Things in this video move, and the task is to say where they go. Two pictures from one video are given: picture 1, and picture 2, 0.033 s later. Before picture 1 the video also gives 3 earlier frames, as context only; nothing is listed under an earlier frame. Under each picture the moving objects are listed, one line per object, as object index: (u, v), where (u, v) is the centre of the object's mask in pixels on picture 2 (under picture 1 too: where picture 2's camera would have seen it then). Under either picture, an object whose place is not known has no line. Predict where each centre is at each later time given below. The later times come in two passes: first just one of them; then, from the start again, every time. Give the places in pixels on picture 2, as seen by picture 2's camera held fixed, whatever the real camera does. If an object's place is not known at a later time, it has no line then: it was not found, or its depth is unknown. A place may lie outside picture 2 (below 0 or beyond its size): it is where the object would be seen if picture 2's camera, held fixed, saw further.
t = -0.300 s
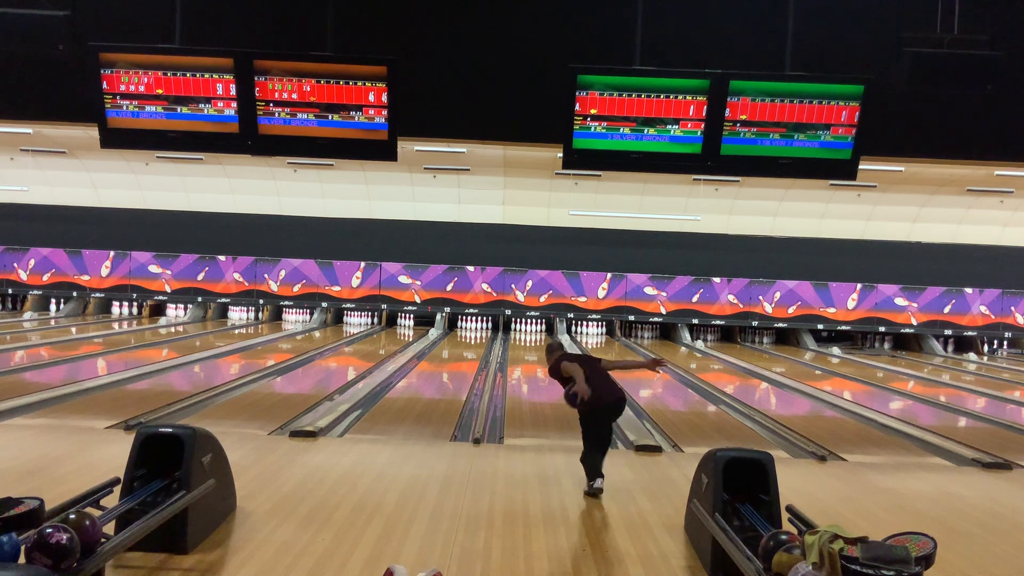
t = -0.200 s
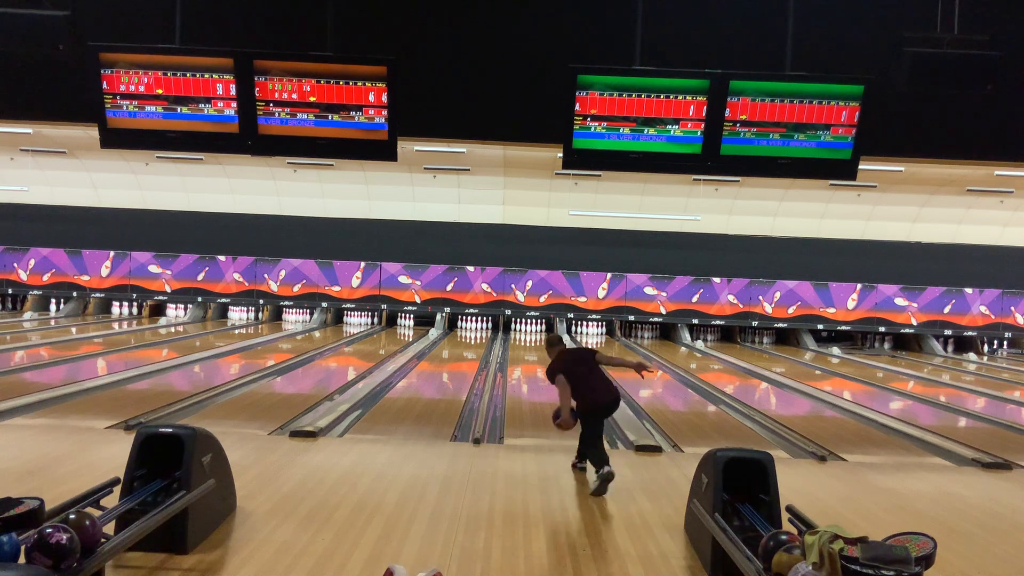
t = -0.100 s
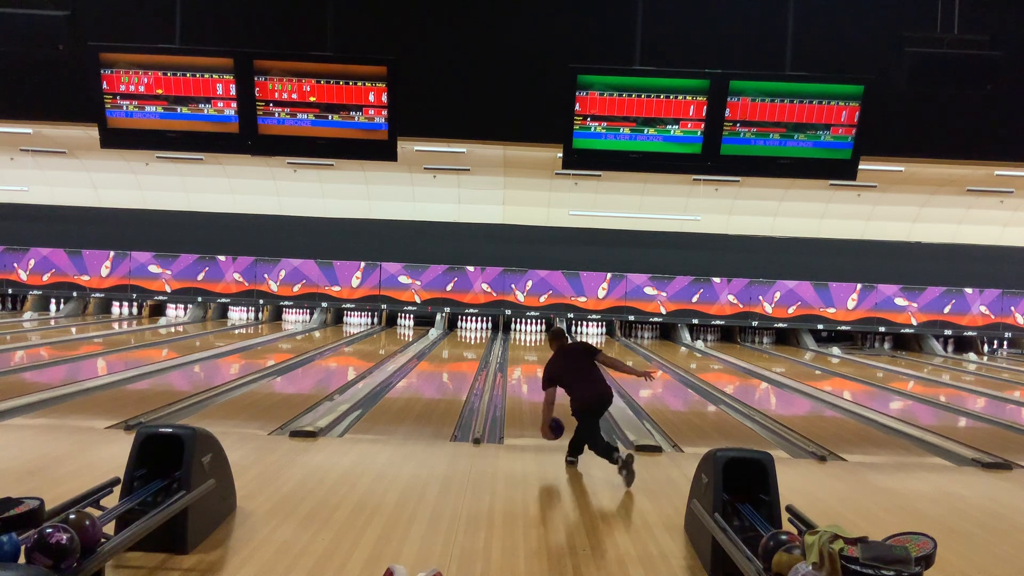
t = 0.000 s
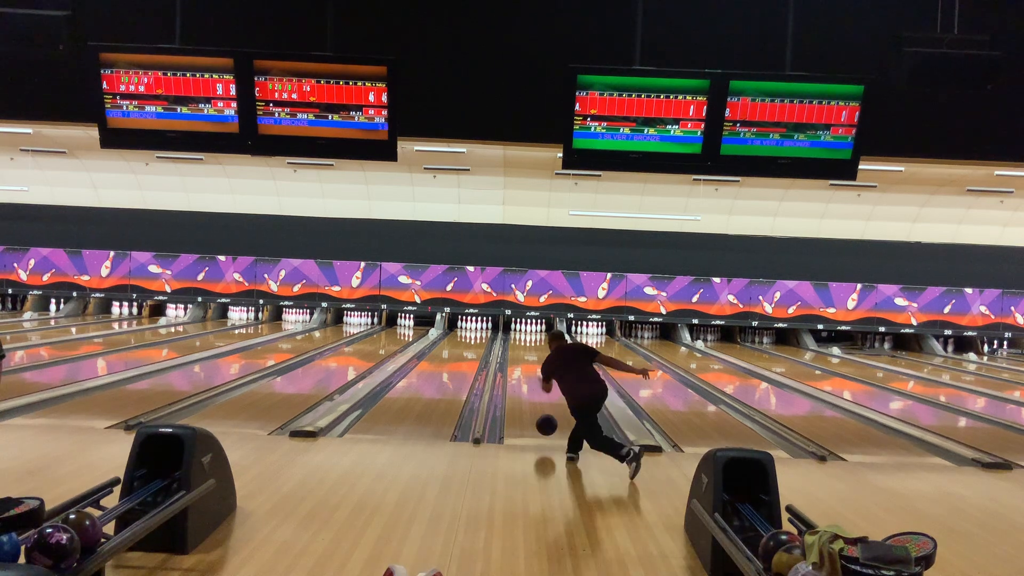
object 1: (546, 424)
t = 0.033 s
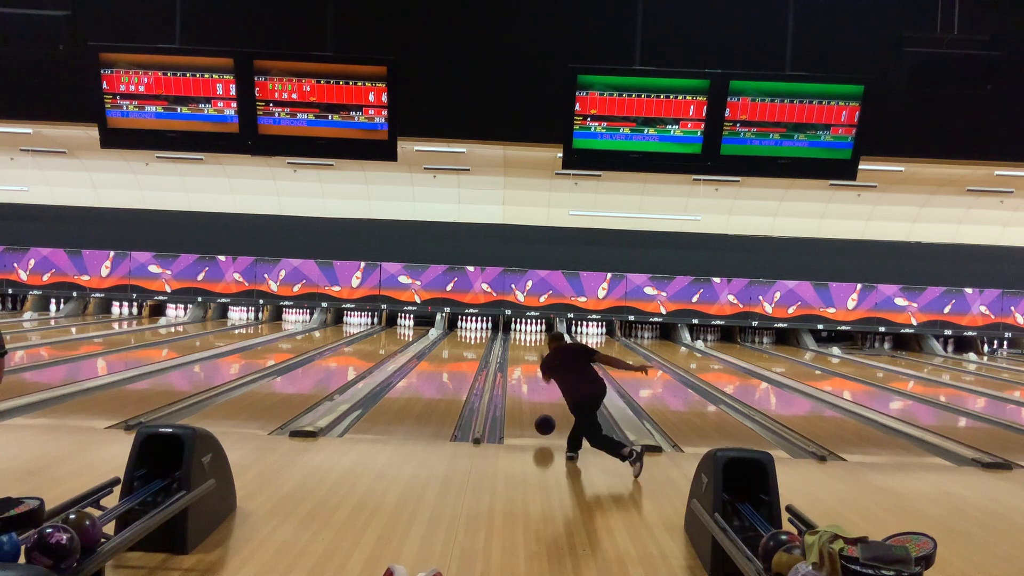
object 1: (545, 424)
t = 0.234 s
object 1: (538, 408)
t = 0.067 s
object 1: (543, 425)
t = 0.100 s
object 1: (542, 421)
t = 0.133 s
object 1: (541, 417)
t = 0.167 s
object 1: (540, 414)
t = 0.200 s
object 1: (539, 411)
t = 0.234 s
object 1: (538, 408)
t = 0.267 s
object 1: (537, 405)
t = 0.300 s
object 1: (536, 402)
